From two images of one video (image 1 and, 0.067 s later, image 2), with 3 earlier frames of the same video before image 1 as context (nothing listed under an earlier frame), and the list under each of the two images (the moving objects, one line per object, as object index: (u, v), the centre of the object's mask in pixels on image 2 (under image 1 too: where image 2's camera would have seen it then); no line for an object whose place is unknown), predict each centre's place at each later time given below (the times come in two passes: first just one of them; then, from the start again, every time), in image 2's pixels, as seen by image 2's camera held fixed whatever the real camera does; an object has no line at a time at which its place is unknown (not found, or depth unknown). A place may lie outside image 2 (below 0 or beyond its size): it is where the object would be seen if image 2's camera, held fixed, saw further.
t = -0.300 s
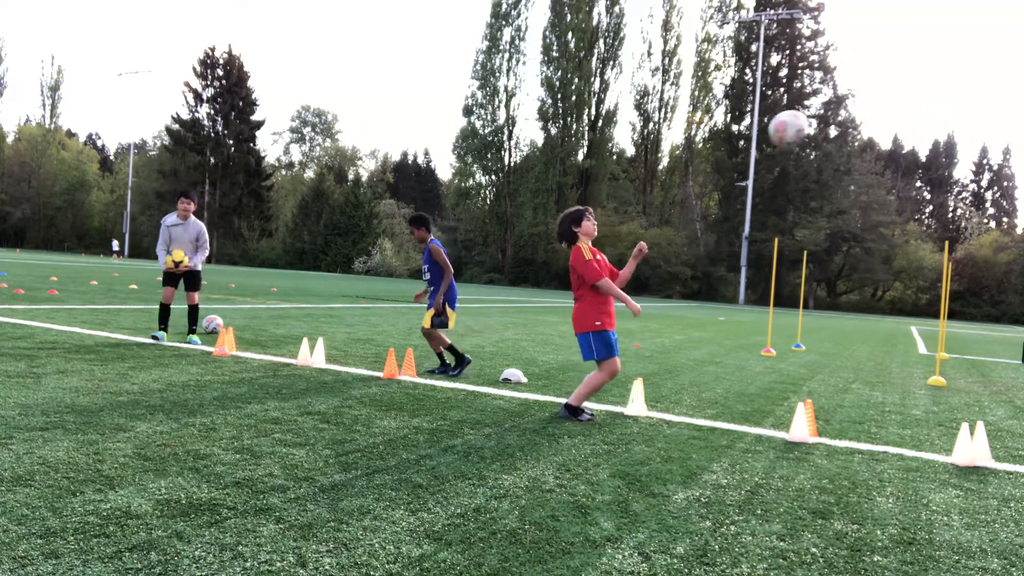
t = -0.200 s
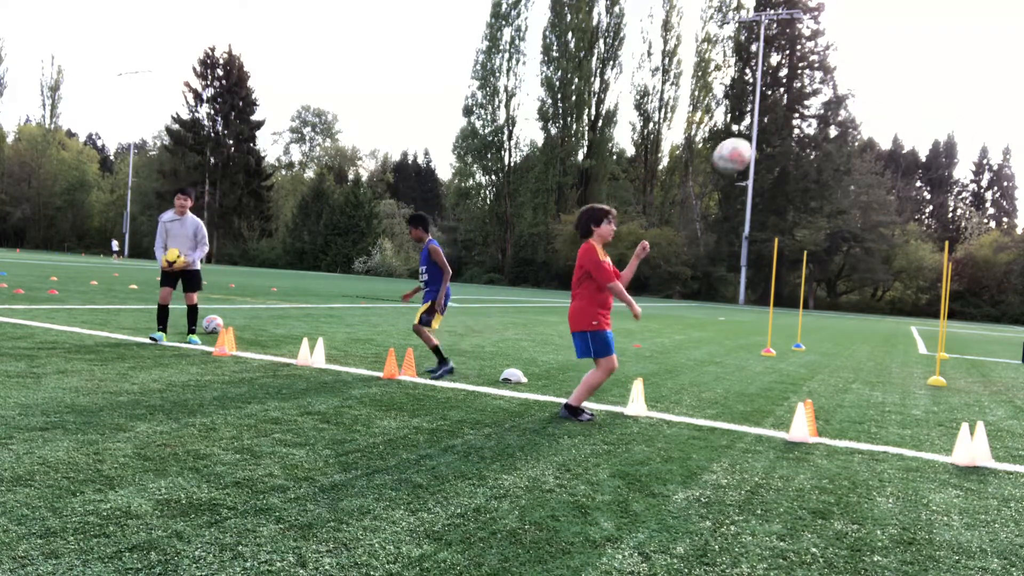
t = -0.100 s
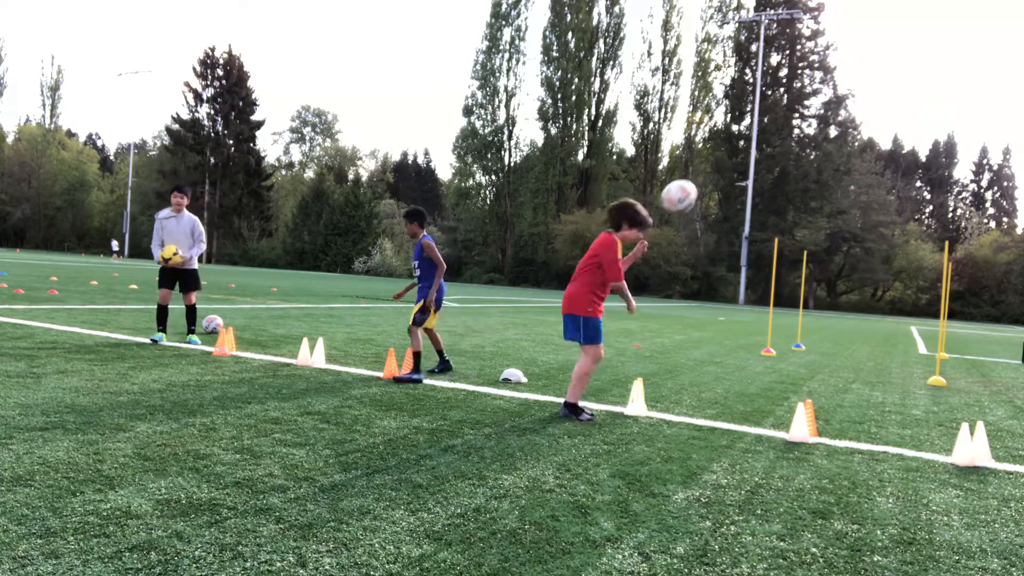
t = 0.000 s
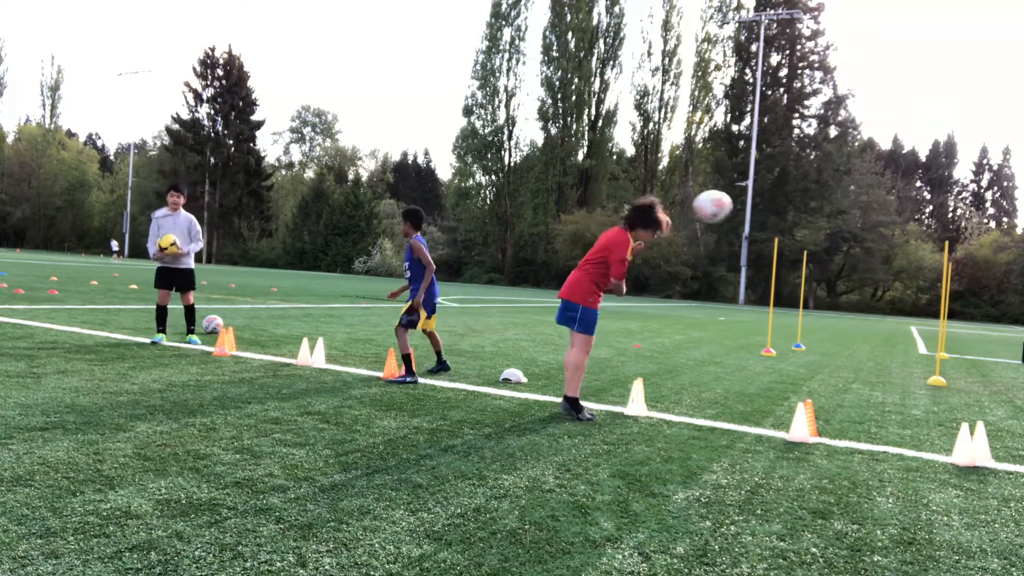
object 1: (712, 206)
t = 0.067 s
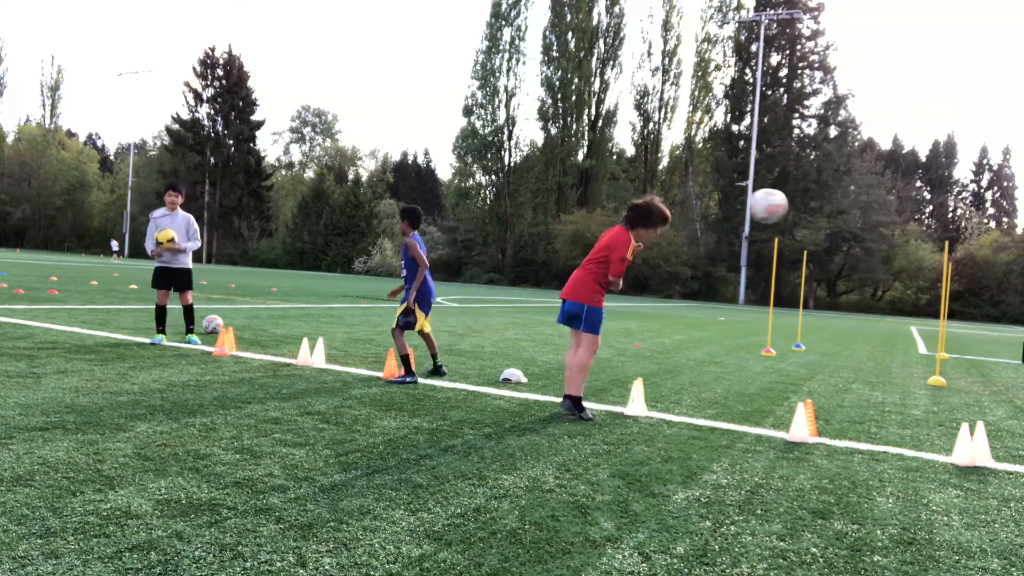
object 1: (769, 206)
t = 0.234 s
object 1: (915, 236)
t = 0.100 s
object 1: (796, 208)
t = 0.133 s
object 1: (825, 212)
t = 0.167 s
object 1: (854, 218)
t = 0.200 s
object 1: (884, 226)
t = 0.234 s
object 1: (915, 236)
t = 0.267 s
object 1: (946, 249)
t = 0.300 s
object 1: (978, 266)
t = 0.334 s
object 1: (1006, 284)
